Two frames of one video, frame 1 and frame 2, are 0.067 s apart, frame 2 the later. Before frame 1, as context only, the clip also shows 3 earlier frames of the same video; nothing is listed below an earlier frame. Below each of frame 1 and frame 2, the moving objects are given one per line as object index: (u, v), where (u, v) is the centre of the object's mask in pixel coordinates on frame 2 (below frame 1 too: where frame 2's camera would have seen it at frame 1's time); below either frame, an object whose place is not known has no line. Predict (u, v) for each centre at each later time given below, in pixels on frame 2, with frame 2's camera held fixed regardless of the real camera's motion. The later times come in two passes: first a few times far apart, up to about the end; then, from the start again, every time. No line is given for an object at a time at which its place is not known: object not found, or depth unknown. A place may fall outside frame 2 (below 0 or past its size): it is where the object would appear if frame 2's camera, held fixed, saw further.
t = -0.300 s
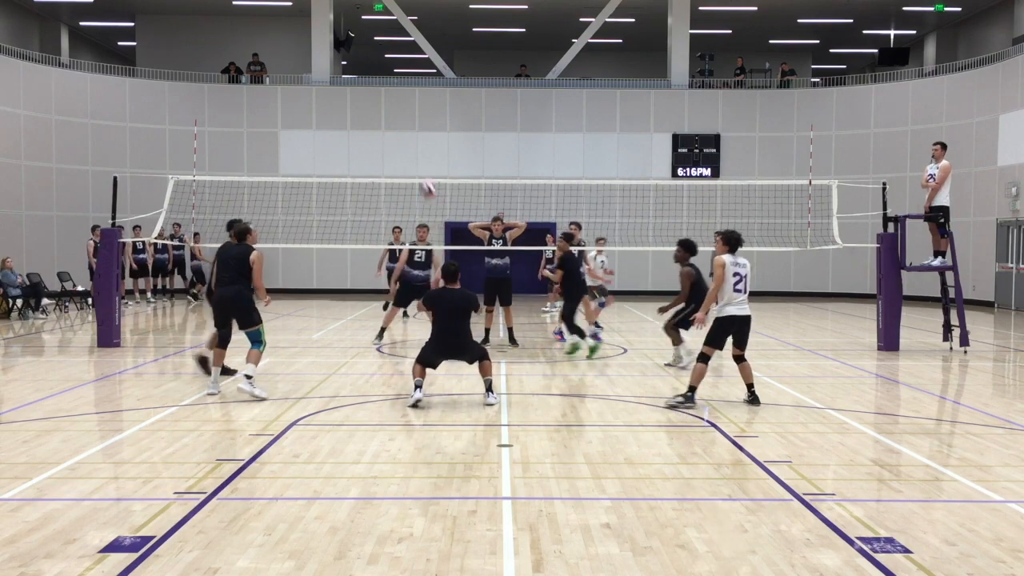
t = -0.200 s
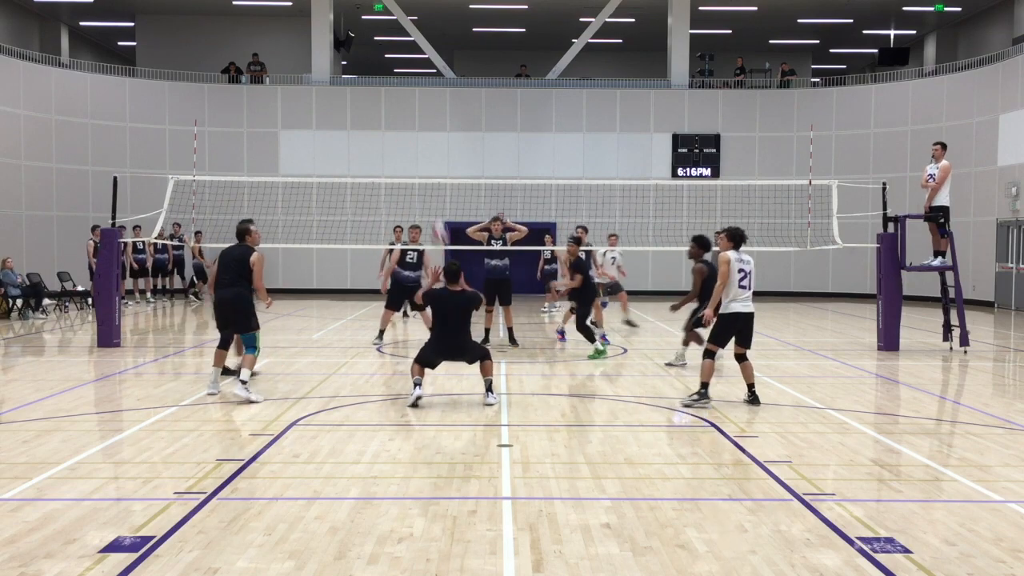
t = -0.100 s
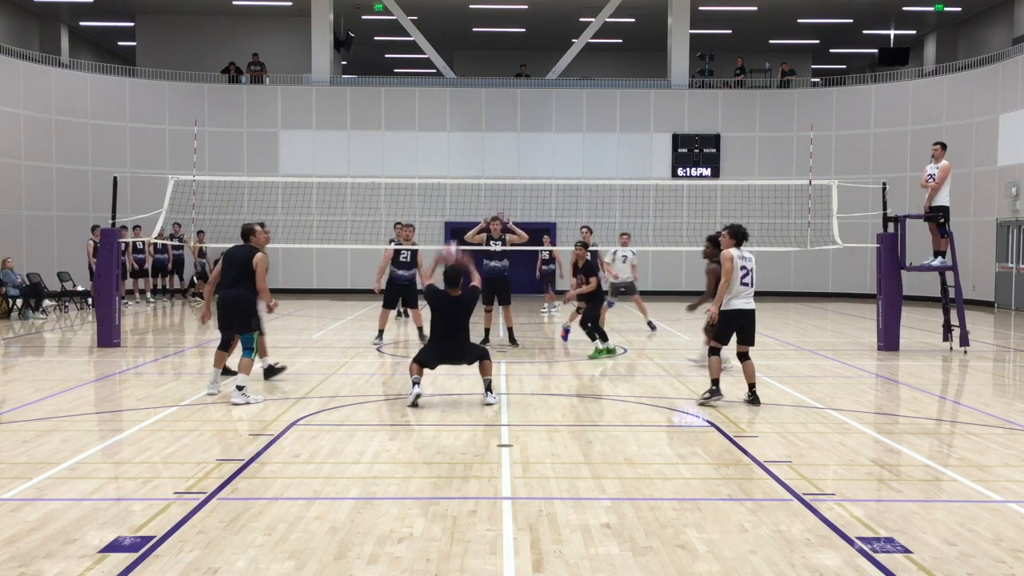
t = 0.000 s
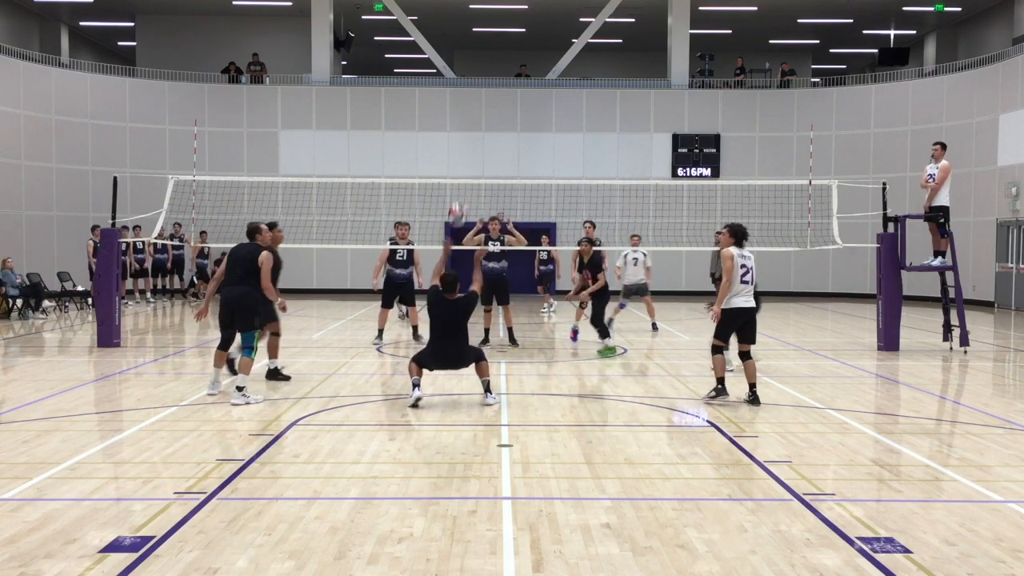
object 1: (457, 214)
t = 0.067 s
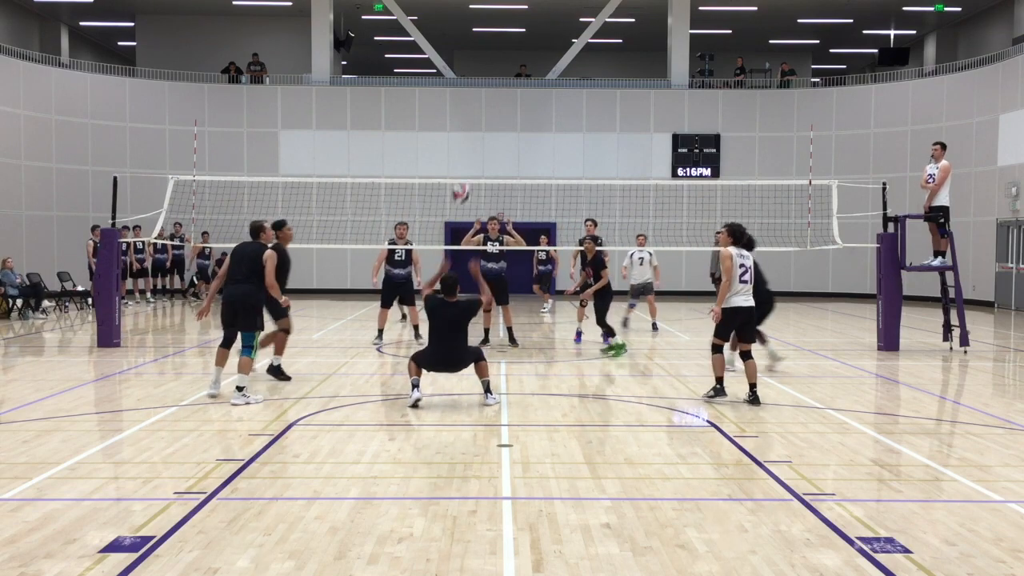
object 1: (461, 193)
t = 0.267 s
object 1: (472, 160)
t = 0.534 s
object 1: (482, 172)
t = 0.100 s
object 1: (464, 185)
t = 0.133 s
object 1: (465, 177)
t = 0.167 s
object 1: (467, 172)
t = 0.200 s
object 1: (469, 167)
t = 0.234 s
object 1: (470, 163)
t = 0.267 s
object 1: (472, 160)
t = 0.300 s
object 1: (474, 159)
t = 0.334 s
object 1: (475, 158)
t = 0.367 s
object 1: (476, 158)
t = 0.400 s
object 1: (478, 159)
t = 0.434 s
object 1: (479, 161)
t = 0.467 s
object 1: (480, 164)
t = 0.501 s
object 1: (481, 168)
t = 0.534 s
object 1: (482, 172)
